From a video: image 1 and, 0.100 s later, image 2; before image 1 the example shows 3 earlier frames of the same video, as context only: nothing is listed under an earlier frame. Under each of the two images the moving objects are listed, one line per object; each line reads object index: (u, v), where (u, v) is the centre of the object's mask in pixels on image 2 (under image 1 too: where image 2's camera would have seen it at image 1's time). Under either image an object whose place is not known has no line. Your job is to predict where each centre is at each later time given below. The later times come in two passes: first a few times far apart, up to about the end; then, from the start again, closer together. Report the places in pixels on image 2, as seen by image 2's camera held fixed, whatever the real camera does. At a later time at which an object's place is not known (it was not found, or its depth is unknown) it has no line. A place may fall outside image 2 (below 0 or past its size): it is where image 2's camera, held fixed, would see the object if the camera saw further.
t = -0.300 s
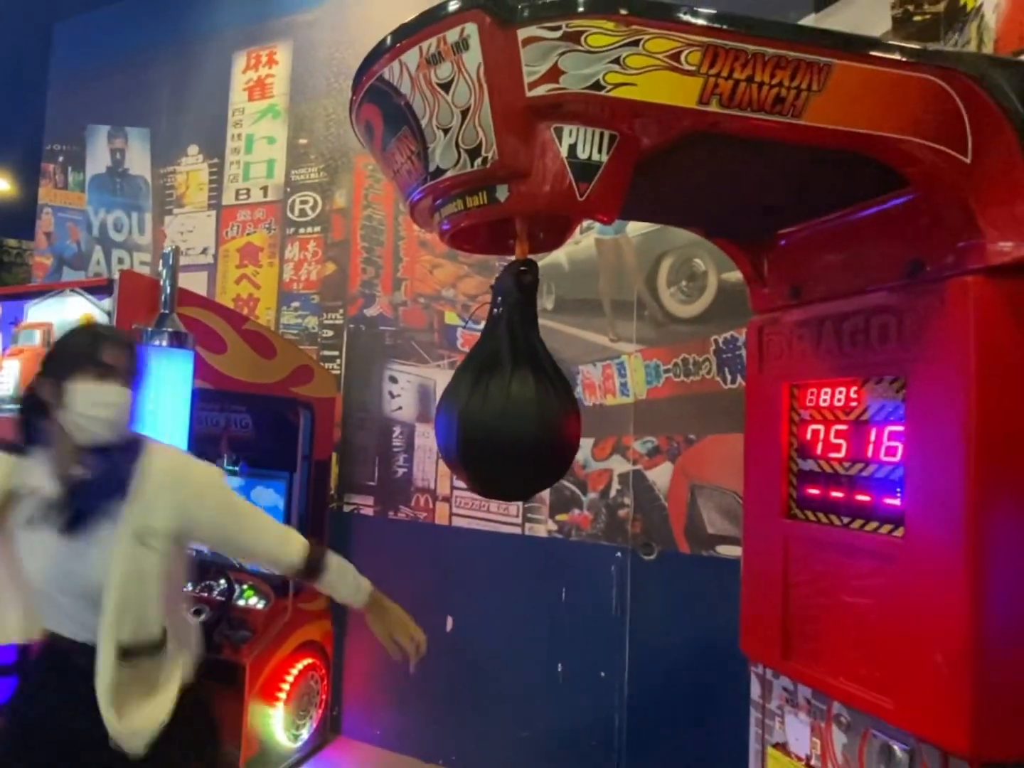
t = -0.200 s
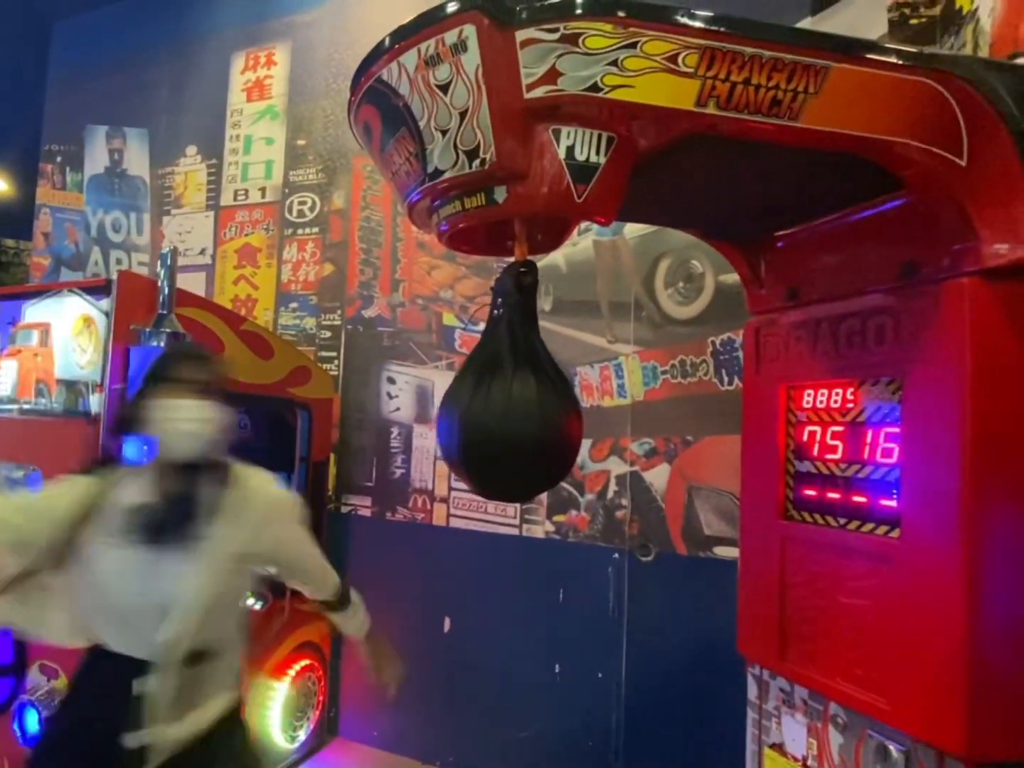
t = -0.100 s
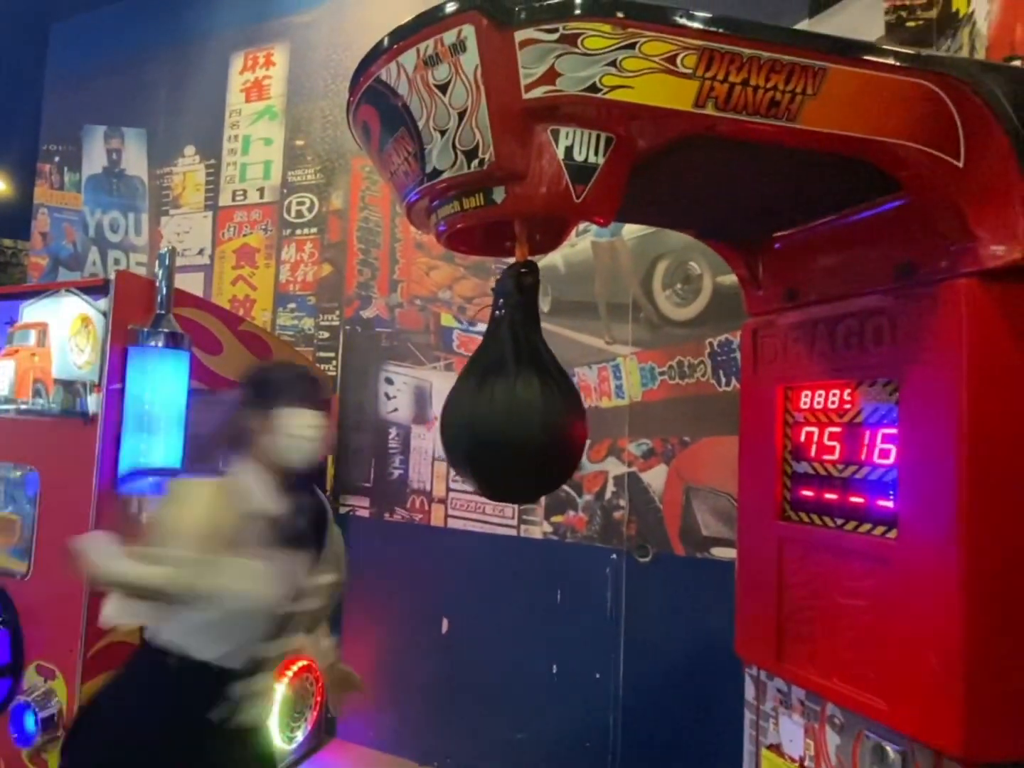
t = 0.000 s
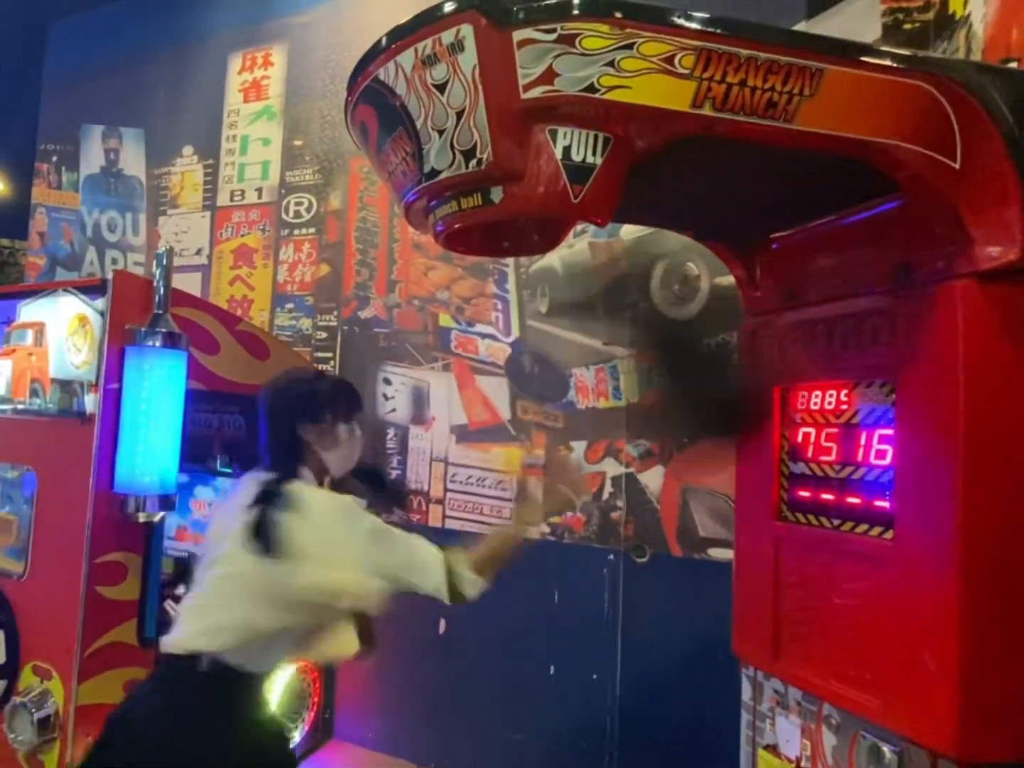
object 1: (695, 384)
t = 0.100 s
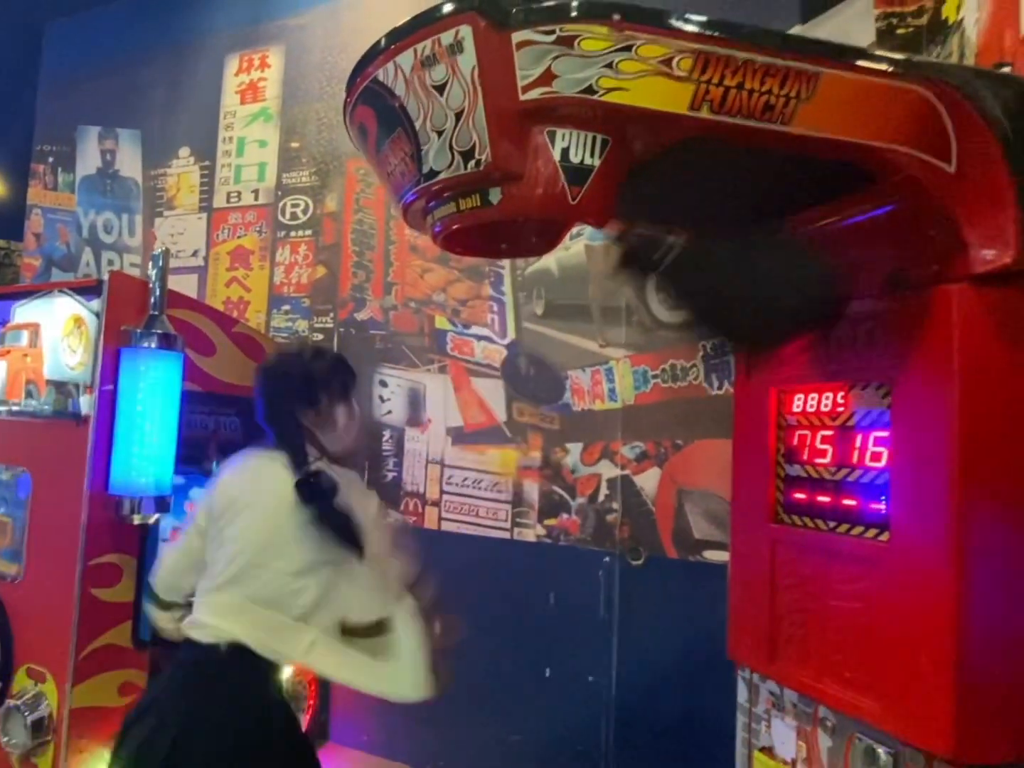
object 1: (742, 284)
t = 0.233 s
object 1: (590, 399)
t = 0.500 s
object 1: (308, 242)
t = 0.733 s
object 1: (335, 249)
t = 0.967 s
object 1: (490, 394)
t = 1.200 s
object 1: (690, 339)
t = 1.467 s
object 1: (700, 325)
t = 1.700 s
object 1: (531, 398)
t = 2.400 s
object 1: (535, 402)
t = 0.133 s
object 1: (712, 319)
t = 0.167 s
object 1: (684, 353)
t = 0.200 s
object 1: (645, 379)
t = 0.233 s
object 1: (590, 399)
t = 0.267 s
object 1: (533, 404)
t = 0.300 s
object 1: (473, 393)
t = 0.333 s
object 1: (404, 380)
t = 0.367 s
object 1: (353, 349)
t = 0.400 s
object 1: (334, 326)
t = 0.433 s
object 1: (311, 299)
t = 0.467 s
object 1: (310, 261)
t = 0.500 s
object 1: (308, 242)
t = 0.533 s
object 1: (312, 225)
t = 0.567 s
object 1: (319, 215)
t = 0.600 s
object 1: (324, 212)
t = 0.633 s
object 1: (328, 213)
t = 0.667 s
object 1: (331, 220)
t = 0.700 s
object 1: (333, 231)
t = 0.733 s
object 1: (335, 249)
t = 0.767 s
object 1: (339, 273)
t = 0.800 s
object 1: (344, 300)
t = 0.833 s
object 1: (356, 326)
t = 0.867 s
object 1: (379, 353)
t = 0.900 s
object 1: (405, 370)
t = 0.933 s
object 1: (448, 382)
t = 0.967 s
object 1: (490, 394)
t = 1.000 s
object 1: (529, 402)
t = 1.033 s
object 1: (565, 399)
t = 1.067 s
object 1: (602, 394)
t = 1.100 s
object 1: (630, 379)
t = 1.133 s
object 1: (655, 369)
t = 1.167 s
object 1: (673, 352)
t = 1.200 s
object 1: (690, 339)
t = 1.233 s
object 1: (705, 327)
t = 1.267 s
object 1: (713, 317)
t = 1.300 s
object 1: (716, 310)
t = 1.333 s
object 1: (718, 307)
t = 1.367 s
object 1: (717, 305)
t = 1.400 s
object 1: (713, 308)
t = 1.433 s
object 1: (708, 315)
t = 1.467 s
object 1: (700, 325)
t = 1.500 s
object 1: (687, 337)
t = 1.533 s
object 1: (672, 349)
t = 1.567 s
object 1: (652, 366)
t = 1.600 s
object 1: (625, 376)
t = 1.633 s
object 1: (597, 391)
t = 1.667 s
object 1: (564, 396)
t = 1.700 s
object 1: (531, 398)
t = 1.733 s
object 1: (499, 395)
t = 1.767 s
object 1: (459, 388)
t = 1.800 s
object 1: (416, 375)
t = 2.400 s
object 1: (535, 402)
